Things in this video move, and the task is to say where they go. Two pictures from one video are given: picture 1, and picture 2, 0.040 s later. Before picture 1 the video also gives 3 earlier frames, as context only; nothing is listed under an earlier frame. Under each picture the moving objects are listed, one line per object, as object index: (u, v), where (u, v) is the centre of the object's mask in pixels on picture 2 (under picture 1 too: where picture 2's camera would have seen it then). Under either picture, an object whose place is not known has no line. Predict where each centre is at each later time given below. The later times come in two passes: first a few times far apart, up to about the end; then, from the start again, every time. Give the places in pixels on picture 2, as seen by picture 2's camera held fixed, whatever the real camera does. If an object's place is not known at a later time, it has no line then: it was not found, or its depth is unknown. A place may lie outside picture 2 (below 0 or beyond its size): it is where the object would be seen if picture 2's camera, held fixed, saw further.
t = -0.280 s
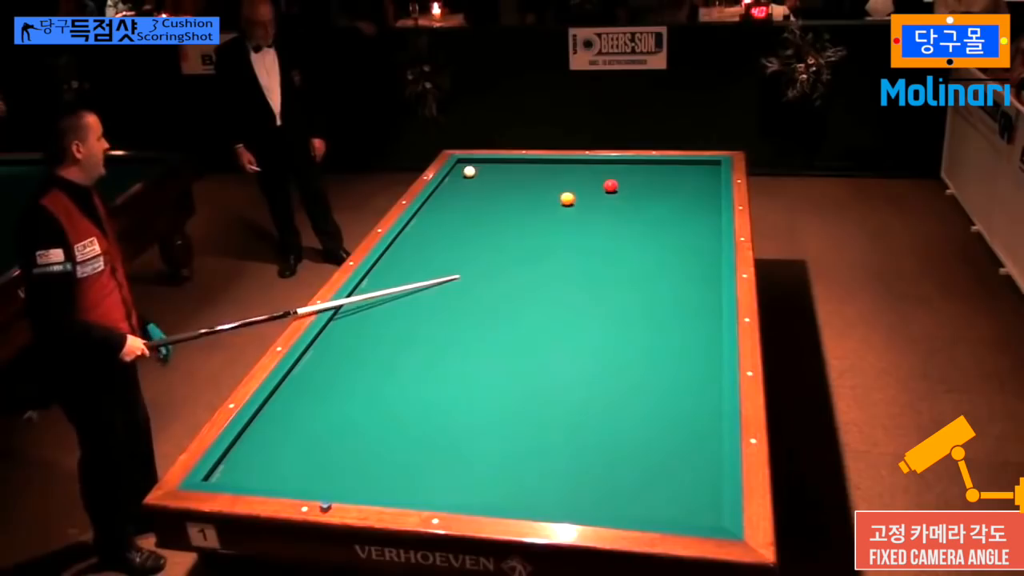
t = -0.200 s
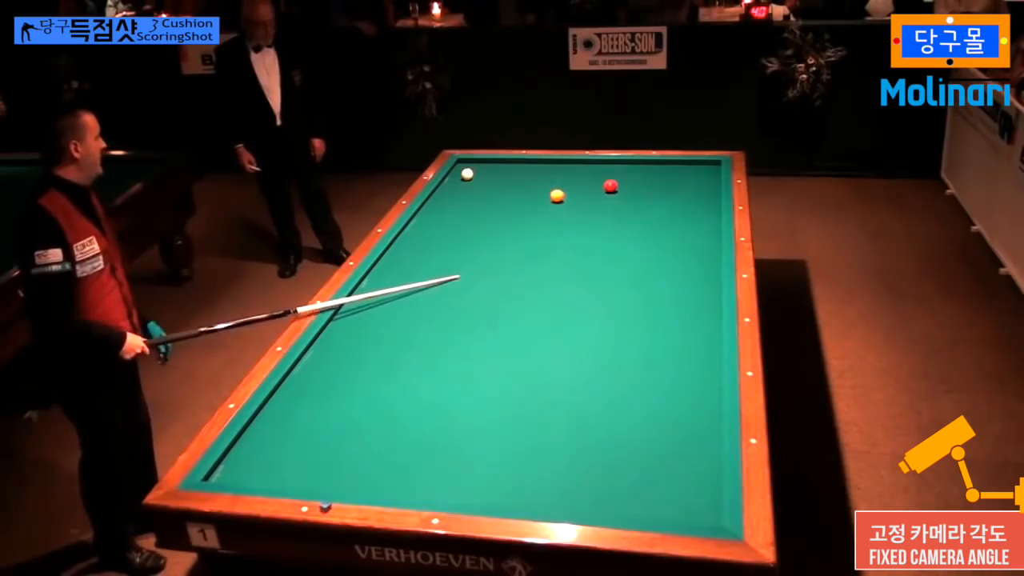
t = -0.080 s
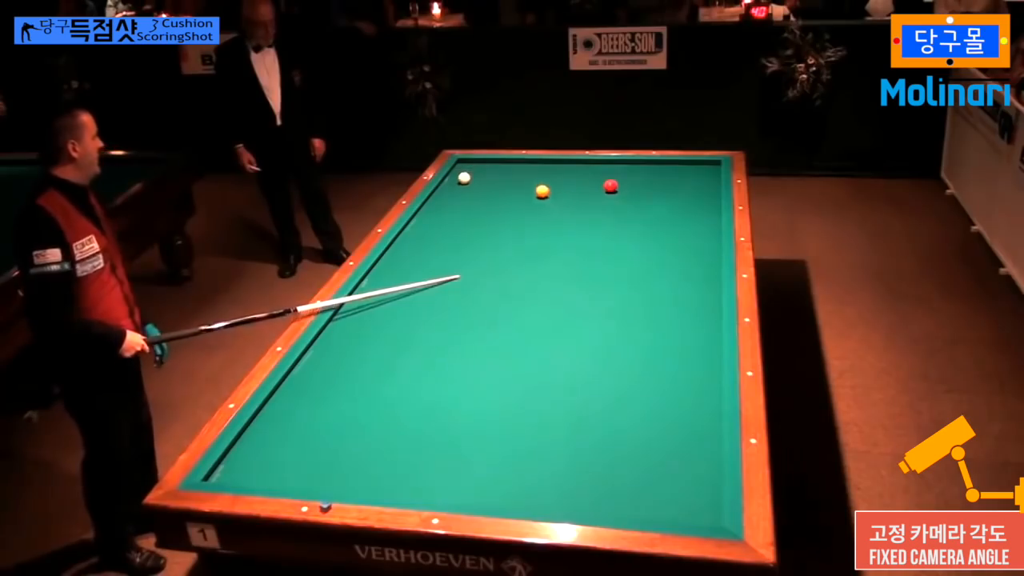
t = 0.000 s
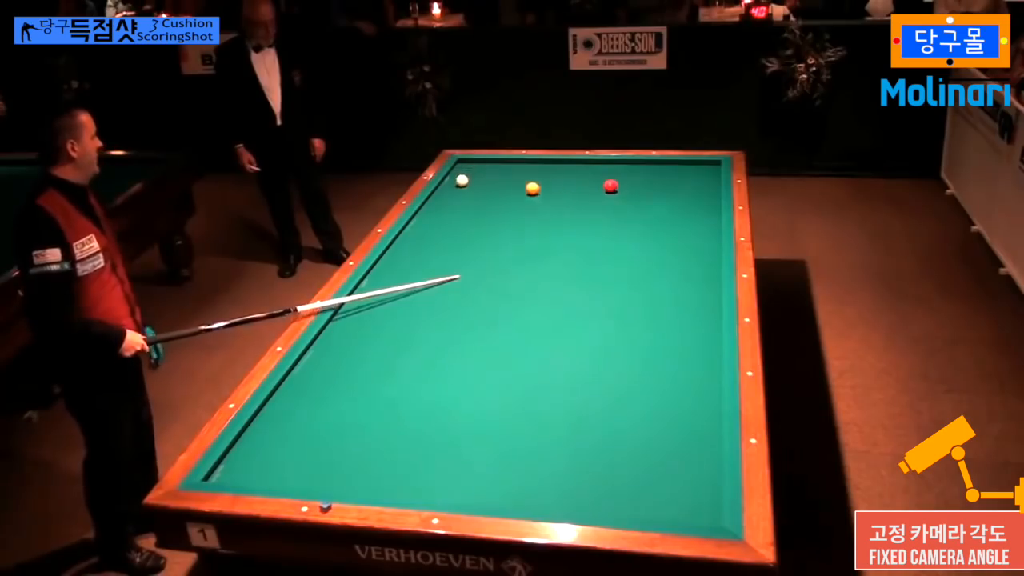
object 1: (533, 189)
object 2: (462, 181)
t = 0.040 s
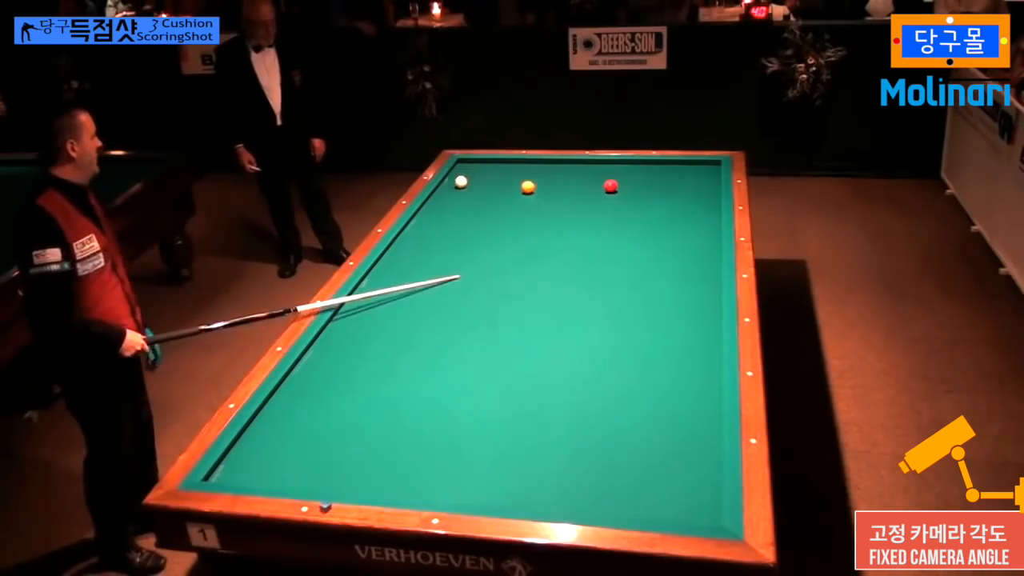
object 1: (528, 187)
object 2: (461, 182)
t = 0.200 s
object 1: (510, 182)
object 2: (456, 187)
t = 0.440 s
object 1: (484, 174)
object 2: (449, 195)
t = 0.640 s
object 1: (464, 169)
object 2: (444, 202)
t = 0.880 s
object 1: (471, 164)
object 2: (437, 209)
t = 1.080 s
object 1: (485, 161)
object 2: (431, 216)
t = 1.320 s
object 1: (496, 162)
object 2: (423, 225)
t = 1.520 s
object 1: (504, 163)
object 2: (417, 232)
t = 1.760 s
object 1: (513, 165)
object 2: (409, 240)
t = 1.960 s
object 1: (521, 167)
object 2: (403, 247)
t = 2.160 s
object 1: (528, 168)
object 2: (397, 254)
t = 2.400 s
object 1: (537, 170)
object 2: (389, 263)
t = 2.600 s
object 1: (543, 171)
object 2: (382, 270)
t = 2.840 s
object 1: (551, 173)
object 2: (375, 279)
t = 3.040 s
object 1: (557, 174)
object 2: (368, 286)
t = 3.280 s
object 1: (564, 175)
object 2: (360, 295)
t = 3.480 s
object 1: (570, 176)
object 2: (353, 302)
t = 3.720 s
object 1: (577, 178)
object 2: (346, 311)
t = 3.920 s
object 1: (582, 179)
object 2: (339, 319)
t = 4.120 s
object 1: (587, 180)
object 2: (332, 326)
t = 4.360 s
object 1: (593, 181)
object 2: (325, 334)
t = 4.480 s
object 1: (595, 181)
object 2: (321, 339)
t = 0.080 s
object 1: (523, 186)
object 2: (459, 183)
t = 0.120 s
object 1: (519, 185)
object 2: (458, 184)
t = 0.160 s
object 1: (514, 183)
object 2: (457, 186)
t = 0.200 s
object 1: (510, 182)
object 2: (456, 187)
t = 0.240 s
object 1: (505, 181)
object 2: (455, 188)
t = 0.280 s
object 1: (501, 179)
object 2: (454, 190)
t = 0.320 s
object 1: (497, 178)
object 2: (453, 191)
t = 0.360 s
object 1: (492, 177)
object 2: (451, 192)
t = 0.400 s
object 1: (488, 175)
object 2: (450, 194)
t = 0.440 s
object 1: (484, 174)
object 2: (449, 195)
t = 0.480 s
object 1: (480, 173)
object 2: (448, 196)
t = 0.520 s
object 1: (476, 172)
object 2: (447, 198)
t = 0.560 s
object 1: (472, 171)
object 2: (446, 199)
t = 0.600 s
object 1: (468, 170)
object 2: (445, 200)
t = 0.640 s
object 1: (464, 169)
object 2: (444, 202)
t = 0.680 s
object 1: (460, 167)
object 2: (442, 203)
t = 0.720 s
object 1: (458, 166)
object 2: (441, 204)
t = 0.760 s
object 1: (461, 166)
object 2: (440, 206)
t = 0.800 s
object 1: (465, 165)
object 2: (439, 207)
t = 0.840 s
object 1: (468, 165)
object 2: (438, 208)
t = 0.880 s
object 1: (471, 164)
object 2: (437, 209)
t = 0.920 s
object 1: (474, 164)
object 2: (435, 211)
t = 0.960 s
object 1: (476, 163)
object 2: (434, 212)
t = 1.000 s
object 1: (479, 162)
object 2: (433, 214)
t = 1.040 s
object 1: (482, 162)
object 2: (432, 215)
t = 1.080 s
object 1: (485, 161)
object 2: (431, 216)
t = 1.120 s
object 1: (487, 161)
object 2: (430, 218)
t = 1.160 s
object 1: (490, 161)
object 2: (428, 219)
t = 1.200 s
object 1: (492, 161)
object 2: (427, 220)
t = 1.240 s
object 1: (493, 161)
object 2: (426, 222)
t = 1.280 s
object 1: (494, 161)
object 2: (424, 223)
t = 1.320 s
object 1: (496, 162)
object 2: (423, 225)
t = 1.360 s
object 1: (498, 162)
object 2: (422, 226)
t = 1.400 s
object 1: (499, 162)
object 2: (421, 228)
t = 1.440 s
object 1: (501, 163)
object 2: (419, 229)
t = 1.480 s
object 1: (502, 163)
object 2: (418, 230)
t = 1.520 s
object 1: (504, 163)
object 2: (417, 232)
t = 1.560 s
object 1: (506, 164)
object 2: (415, 233)
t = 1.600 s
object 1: (507, 164)
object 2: (414, 234)
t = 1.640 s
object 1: (509, 164)
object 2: (413, 236)
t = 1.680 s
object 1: (510, 164)
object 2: (412, 237)
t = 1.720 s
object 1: (511, 165)
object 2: (410, 239)
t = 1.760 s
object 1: (513, 165)
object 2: (409, 240)
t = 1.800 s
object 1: (514, 166)
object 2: (408, 242)
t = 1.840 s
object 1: (516, 166)
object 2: (407, 243)
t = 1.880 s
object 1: (518, 166)
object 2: (405, 244)
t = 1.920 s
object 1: (519, 166)
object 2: (404, 246)
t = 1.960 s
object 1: (521, 167)
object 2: (403, 247)
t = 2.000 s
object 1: (522, 167)
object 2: (402, 249)
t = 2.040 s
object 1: (524, 167)
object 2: (400, 250)
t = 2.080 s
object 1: (525, 167)
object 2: (399, 251)
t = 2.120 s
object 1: (526, 168)
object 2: (398, 252)
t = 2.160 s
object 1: (528, 168)
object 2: (397, 254)
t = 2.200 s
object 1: (529, 168)
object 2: (395, 256)
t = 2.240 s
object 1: (531, 169)
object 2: (394, 257)
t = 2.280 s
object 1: (532, 169)
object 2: (393, 259)
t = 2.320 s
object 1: (534, 169)
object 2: (391, 260)
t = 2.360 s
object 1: (535, 170)
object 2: (390, 262)
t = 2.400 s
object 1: (537, 170)
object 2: (389, 263)
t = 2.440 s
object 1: (538, 170)
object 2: (388, 264)
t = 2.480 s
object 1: (539, 170)
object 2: (386, 266)
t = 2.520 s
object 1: (541, 170)
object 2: (385, 267)
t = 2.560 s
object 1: (542, 170)
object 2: (384, 268)
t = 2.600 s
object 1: (543, 171)
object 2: (382, 270)
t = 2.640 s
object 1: (544, 171)
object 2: (381, 272)
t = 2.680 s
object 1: (546, 171)
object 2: (380, 273)
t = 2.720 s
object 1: (547, 172)
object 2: (378, 275)
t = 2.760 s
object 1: (548, 172)
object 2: (377, 276)
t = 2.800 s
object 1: (550, 172)
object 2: (376, 278)
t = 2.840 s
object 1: (551, 173)
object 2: (375, 279)
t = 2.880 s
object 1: (552, 173)
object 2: (373, 281)
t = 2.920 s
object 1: (554, 173)
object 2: (372, 282)
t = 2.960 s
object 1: (555, 173)
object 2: (370, 283)
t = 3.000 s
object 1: (556, 174)
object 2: (369, 285)
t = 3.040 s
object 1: (557, 174)
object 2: (368, 286)
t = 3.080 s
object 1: (559, 174)
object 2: (367, 288)
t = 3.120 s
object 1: (560, 174)
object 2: (366, 289)
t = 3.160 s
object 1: (561, 174)
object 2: (364, 291)
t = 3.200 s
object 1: (562, 175)
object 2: (363, 292)
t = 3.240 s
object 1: (563, 175)
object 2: (361, 294)
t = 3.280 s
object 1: (564, 175)
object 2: (360, 295)
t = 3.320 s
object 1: (566, 175)
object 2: (359, 297)
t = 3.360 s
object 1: (567, 176)
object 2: (357, 298)
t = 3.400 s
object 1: (568, 176)
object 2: (356, 300)
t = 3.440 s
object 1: (569, 176)
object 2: (355, 301)
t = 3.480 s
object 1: (570, 176)
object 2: (353, 302)
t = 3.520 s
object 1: (572, 177)
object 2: (352, 304)
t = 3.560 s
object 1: (572, 177)
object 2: (351, 306)
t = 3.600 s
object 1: (574, 177)
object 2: (349, 307)
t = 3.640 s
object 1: (575, 177)
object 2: (348, 309)
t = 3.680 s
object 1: (576, 177)
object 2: (347, 310)
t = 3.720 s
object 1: (577, 178)
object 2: (346, 311)
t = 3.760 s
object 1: (578, 178)
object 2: (344, 313)
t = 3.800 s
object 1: (579, 178)
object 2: (343, 314)
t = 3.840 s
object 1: (580, 178)
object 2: (342, 316)
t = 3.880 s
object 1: (581, 179)
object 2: (340, 317)
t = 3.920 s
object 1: (582, 179)
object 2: (339, 319)
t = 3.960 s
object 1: (583, 179)
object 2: (338, 320)
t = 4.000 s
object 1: (584, 179)
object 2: (336, 322)
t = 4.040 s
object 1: (585, 179)
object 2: (335, 323)
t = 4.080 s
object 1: (586, 179)
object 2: (334, 324)
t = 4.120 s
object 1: (587, 180)
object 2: (332, 326)
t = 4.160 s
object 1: (588, 180)
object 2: (331, 327)
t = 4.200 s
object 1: (589, 180)
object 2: (329, 329)
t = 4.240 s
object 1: (590, 180)
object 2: (328, 330)
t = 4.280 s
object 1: (591, 181)
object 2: (327, 332)
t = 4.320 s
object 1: (592, 181)
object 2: (326, 333)
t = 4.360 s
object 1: (593, 181)
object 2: (325, 334)
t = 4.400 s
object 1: (594, 181)
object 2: (323, 336)
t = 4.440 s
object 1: (594, 181)
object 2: (322, 338)
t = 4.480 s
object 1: (595, 181)
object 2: (321, 339)
